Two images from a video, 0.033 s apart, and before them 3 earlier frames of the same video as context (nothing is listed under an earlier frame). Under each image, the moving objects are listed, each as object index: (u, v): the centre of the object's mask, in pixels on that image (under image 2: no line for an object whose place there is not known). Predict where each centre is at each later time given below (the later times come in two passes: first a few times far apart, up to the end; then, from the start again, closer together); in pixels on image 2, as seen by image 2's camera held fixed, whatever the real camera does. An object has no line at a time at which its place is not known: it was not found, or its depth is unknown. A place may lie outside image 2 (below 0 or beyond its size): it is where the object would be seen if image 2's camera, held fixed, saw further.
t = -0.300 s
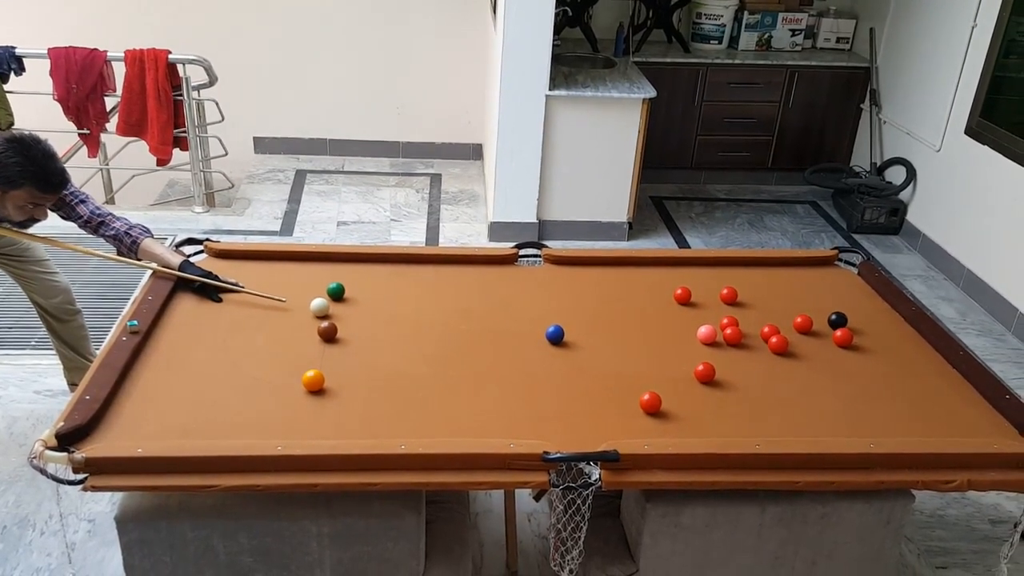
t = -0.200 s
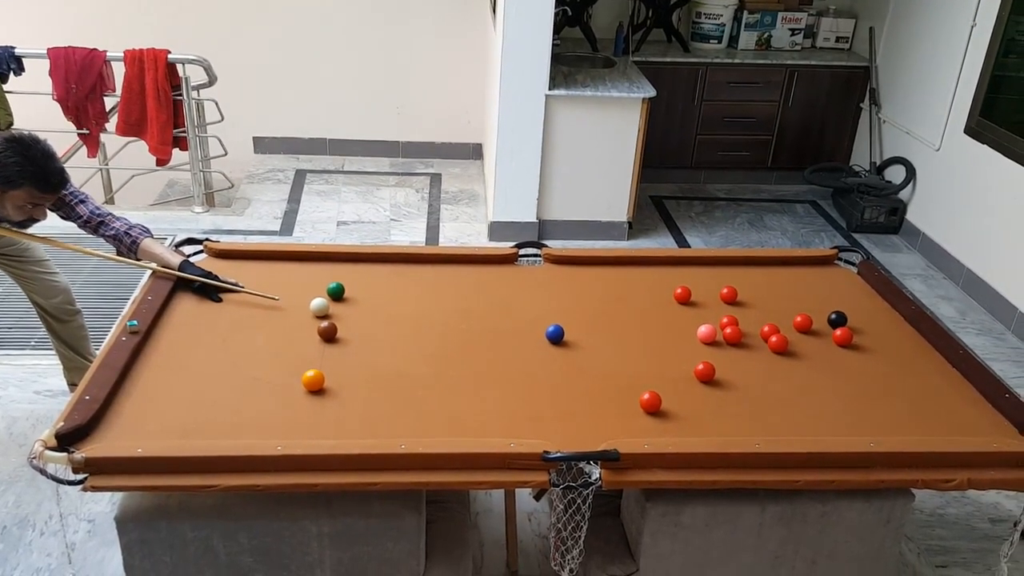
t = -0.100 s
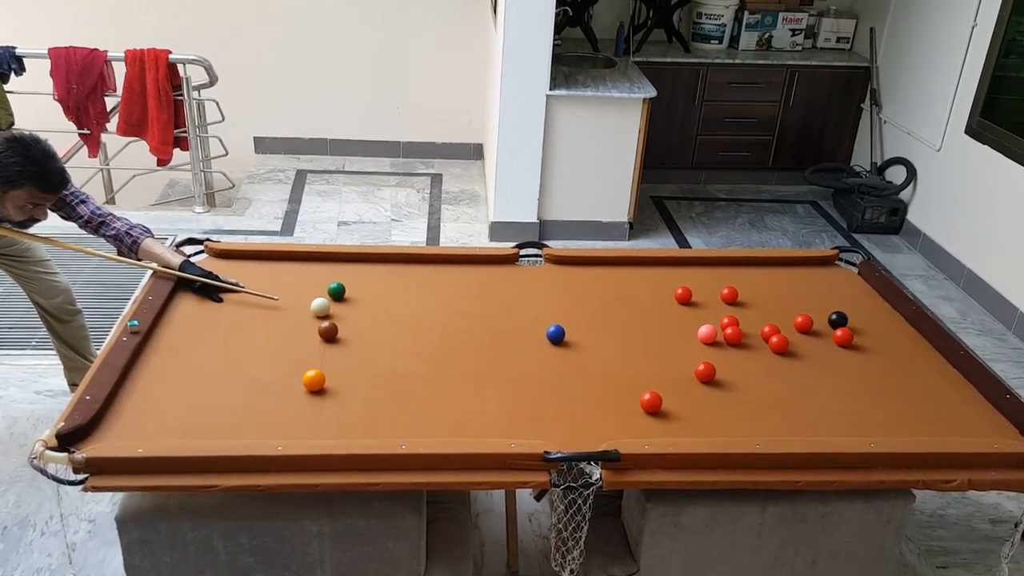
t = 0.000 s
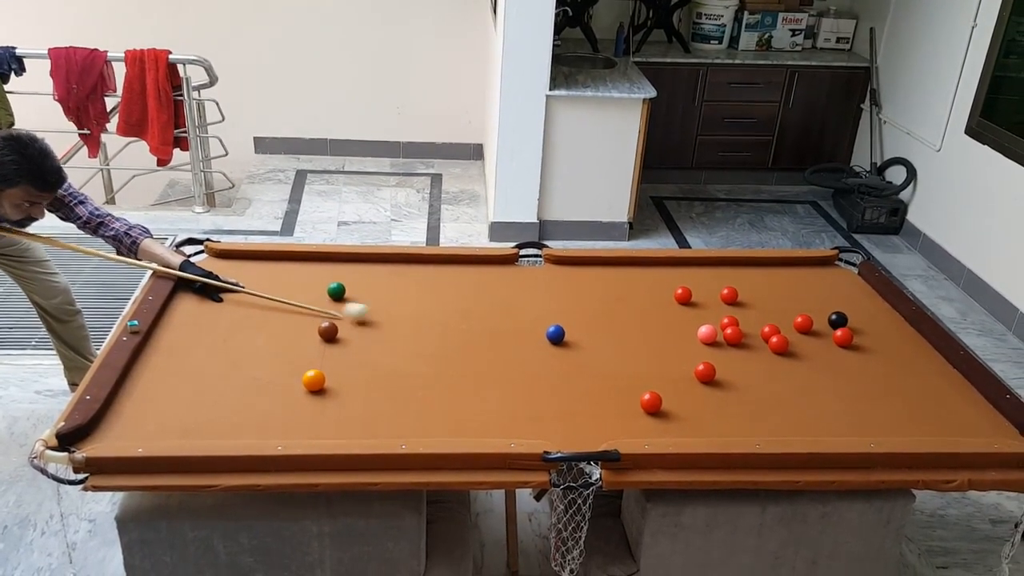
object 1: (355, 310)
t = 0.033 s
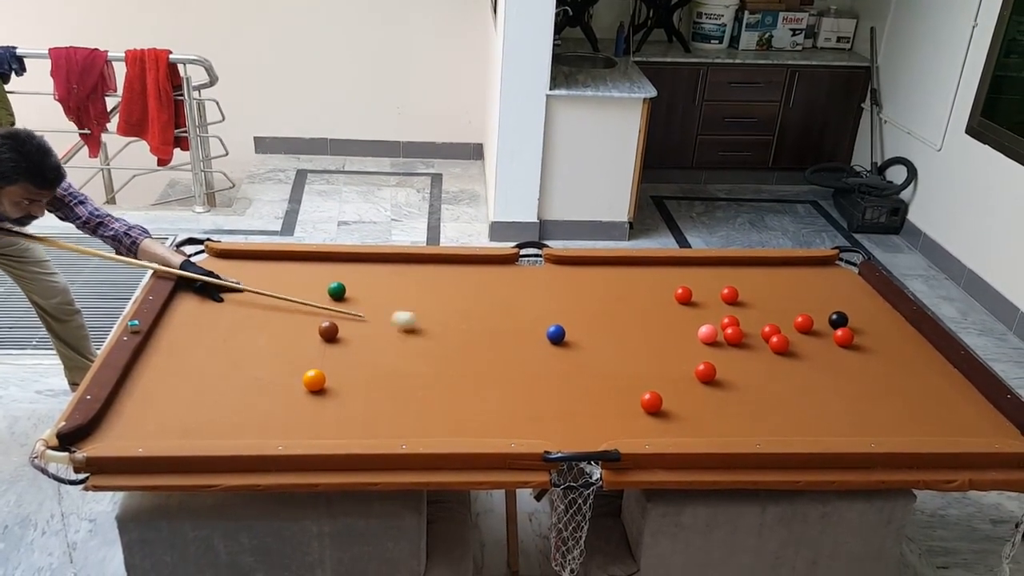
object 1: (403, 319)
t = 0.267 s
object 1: (685, 366)
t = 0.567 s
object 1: (695, 356)
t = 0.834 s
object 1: (701, 349)
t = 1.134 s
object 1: (703, 345)
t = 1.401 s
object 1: (704, 343)
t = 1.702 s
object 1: (704, 343)
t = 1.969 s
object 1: (704, 343)
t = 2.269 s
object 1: (704, 343)
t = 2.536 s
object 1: (704, 343)
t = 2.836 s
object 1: (704, 343)
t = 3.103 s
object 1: (704, 343)
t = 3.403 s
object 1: (704, 343)
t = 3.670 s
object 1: (704, 343)
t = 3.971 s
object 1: (704, 343)
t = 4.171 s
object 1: (706, 344)
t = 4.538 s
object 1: (704, 343)
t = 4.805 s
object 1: (704, 343)
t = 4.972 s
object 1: (704, 343)
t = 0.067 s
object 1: (450, 327)
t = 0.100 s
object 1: (496, 335)
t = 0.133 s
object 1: (543, 342)
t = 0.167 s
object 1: (586, 350)
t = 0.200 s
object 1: (631, 358)
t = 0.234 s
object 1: (675, 365)
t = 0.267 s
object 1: (685, 366)
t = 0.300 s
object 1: (687, 364)
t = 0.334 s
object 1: (688, 363)
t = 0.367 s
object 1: (689, 362)
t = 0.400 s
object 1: (690, 361)
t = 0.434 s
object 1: (691, 360)
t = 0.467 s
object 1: (692, 359)
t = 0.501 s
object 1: (693, 357)
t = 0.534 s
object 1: (694, 356)
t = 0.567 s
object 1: (695, 356)
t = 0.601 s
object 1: (696, 355)
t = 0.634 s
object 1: (697, 354)
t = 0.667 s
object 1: (698, 353)
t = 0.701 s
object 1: (699, 352)
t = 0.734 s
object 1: (699, 351)
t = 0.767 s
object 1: (700, 351)
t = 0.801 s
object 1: (701, 350)
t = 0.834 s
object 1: (701, 349)
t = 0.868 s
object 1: (702, 349)
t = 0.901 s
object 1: (702, 348)
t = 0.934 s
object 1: (702, 347)
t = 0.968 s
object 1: (702, 347)
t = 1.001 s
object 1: (703, 346)
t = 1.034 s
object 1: (703, 346)
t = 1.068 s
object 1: (703, 345)
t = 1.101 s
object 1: (703, 345)
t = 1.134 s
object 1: (703, 345)
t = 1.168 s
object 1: (703, 344)
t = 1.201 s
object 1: (704, 344)
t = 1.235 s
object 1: (704, 343)
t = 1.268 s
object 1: (704, 343)
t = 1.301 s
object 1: (704, 343)
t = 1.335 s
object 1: (704, 343)
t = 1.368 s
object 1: (704, 343)
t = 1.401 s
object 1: (704, 343)
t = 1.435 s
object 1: (704, 343)
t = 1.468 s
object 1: (704, 343)
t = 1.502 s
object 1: (704, 343)
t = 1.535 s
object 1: (704, 343)
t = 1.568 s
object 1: (704, 343)
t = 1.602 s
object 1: (704, 343)
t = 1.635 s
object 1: (704, 343)
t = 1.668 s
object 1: (704, 343)
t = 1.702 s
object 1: (704, 343)
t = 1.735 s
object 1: (704, 343)
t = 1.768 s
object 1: (704, 343)
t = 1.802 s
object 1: (704, 343)
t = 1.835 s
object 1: (704, 343)
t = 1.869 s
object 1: (704, 343)
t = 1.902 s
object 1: (704, 343)
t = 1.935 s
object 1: (704, 343)
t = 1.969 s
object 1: (704, 343)
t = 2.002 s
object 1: (704, 343)
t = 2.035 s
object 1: (704, 343)
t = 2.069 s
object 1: (704, 343)
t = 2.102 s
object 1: (704, 343)
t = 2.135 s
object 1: (704, 343)
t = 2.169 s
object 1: (704, 343)
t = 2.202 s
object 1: (704, 343)
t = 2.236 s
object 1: (704, 343)
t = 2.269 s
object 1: (704, 343)
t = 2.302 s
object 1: (704, 343)
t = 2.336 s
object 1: (704, 343)
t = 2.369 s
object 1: (704, 343)
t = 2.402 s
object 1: (704, 343)
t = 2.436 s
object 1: (704, 343)
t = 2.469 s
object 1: (704, 343)
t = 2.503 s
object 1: (704, 343)
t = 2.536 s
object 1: (704, 343)
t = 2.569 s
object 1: (704, 343)
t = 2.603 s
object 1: (704, 343)
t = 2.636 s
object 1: (704, 343)
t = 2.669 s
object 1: (704, 343)
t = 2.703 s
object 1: (704, 343)
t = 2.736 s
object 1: (704, 343)
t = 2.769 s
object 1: (704, 343)
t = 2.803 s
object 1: (704, 343)
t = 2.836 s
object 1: (704, 343)
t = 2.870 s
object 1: (704, 343)
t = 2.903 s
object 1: (704, 343)
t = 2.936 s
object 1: (704, 343)
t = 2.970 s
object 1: (704, 343)
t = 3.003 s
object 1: (704, 343)
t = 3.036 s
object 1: (704, 343)
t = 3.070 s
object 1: (704, 343)
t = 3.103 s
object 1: (704, 343)
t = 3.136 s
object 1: (704, 343)
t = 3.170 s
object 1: (704, 343)
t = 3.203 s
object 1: (704, 343)
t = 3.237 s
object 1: (704, 343)
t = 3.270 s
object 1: (704, 343)
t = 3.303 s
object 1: (704, 343)
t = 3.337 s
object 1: (704, 343)
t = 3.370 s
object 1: (704, 343)
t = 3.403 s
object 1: (704, 343)
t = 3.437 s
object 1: (704, 343)
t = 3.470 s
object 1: (704, 343)
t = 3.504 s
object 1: (704, 343)
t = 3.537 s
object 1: (704, 343)
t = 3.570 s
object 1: (704, 343)
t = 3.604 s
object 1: (704, 343)
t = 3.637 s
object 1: (704, 343)
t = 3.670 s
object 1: (704, 343)
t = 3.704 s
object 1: (703, 343)
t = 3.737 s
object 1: (704, 343)
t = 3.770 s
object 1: (704, 343)
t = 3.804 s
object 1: (704, 343)
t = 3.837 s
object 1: (704, 343)
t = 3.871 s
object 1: (704, 343)
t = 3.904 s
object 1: (704, 343)
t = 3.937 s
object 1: (704, 343)
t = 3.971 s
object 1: (704, 343)
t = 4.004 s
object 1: (704, 343)
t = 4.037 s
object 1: (704, 343)
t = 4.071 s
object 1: (704, 343)
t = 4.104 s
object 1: (704, 343)
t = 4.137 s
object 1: (704, 343)
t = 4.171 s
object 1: (706, 344)
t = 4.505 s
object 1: (703, 343)
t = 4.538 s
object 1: (704, 343)
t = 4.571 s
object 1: (704, 343)
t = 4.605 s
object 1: (704, 343)
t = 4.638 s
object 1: (704, 343)
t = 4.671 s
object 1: (704, 343)
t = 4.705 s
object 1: (704, 343)
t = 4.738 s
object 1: (704, 343)
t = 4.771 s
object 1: (704, 343)
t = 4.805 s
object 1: (704, 343)
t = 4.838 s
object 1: (704, 343)
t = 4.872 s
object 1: (704, 343)
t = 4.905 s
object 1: (704, 343)
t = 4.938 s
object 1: (704, 343)
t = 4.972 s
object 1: (704, 343)
